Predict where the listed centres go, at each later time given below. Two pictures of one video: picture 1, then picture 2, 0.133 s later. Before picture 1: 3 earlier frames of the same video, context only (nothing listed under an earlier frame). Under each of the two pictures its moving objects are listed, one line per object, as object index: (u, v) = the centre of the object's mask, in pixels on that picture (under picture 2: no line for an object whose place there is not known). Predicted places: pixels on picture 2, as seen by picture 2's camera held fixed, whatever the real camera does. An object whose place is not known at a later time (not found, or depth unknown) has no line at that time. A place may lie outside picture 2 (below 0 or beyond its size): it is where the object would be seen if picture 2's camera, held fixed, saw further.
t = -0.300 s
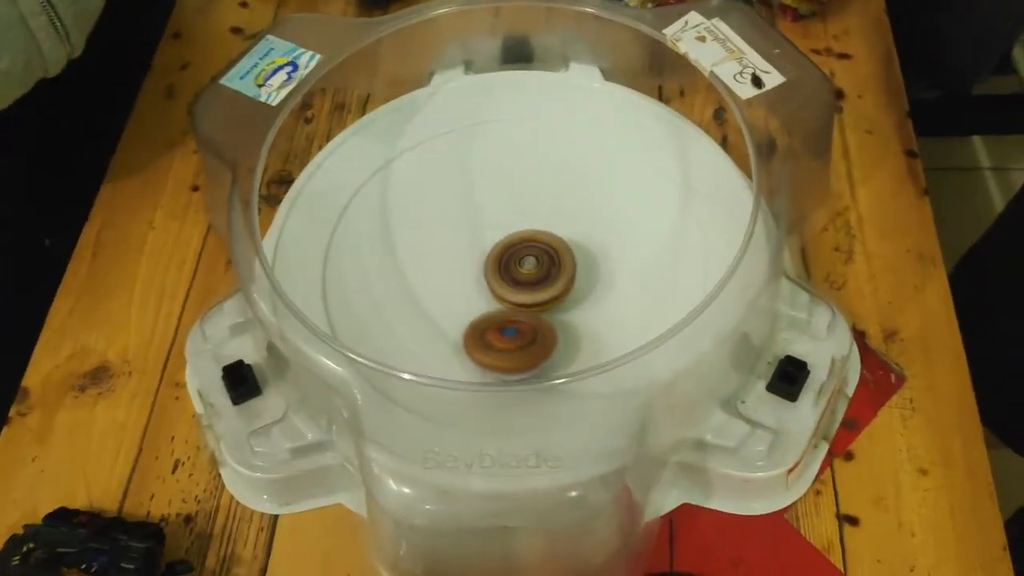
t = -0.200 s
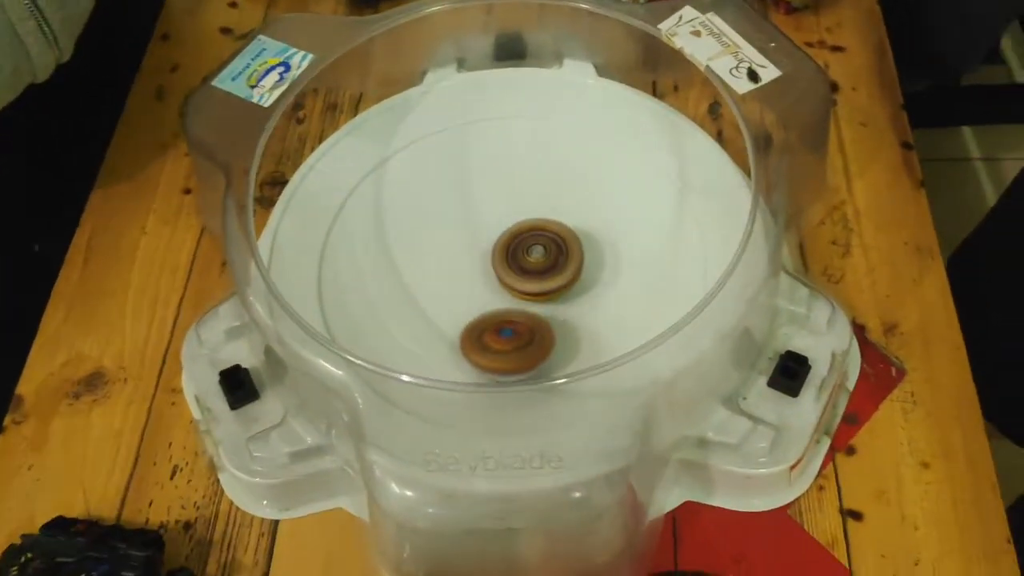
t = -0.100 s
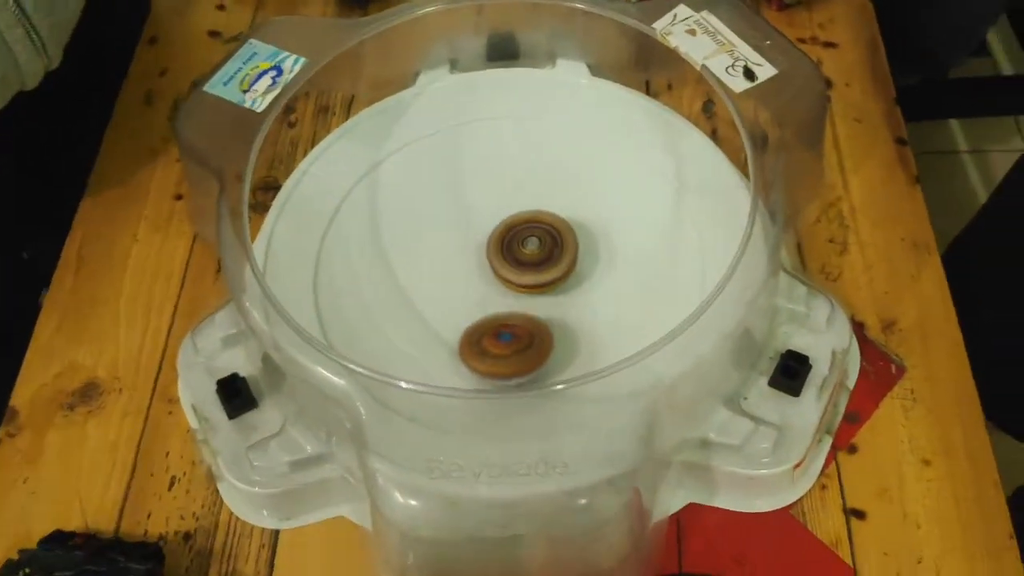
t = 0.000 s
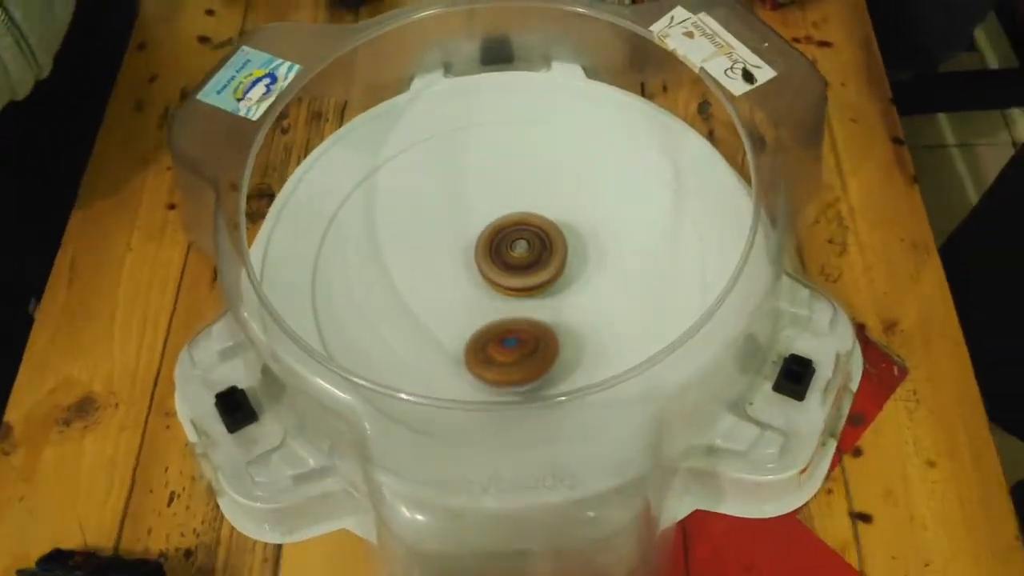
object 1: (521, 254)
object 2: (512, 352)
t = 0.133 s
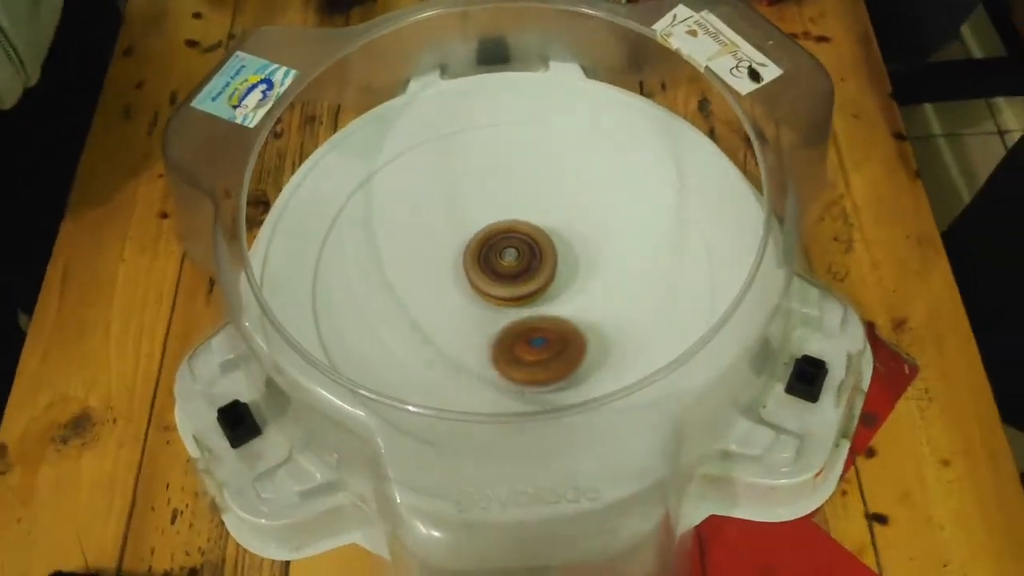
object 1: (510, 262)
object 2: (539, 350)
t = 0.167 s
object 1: (507, 264)
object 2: (545, 348)
